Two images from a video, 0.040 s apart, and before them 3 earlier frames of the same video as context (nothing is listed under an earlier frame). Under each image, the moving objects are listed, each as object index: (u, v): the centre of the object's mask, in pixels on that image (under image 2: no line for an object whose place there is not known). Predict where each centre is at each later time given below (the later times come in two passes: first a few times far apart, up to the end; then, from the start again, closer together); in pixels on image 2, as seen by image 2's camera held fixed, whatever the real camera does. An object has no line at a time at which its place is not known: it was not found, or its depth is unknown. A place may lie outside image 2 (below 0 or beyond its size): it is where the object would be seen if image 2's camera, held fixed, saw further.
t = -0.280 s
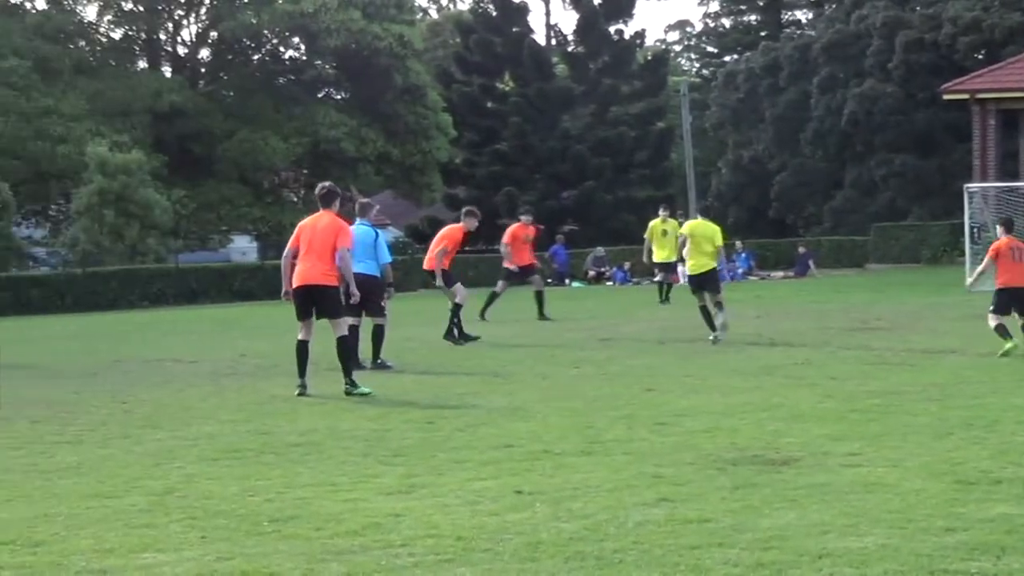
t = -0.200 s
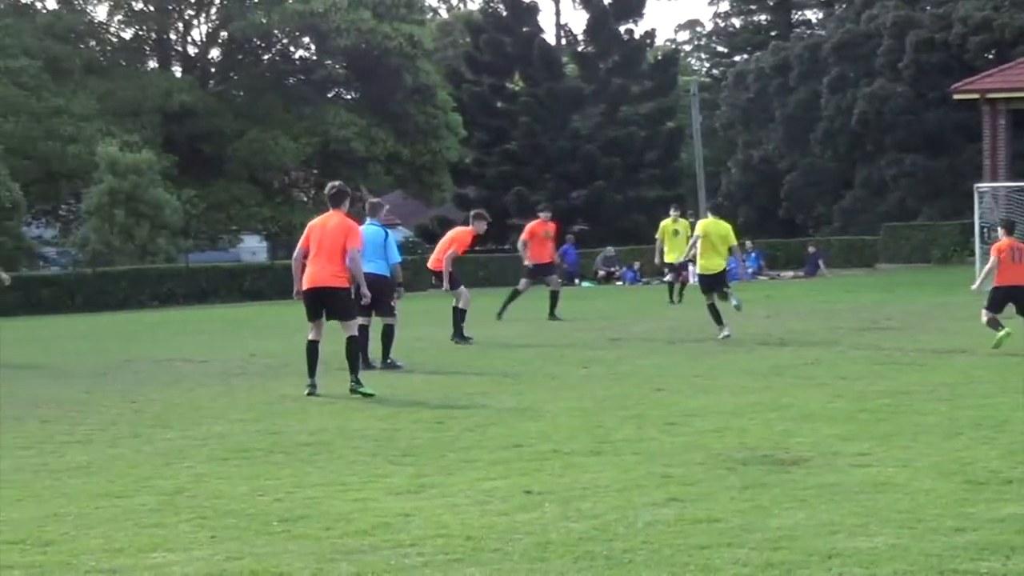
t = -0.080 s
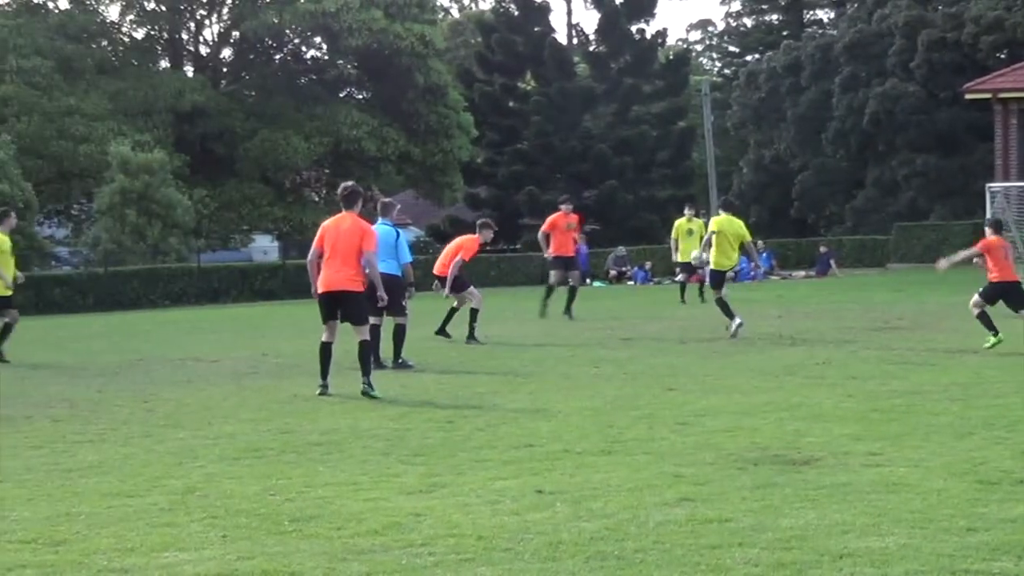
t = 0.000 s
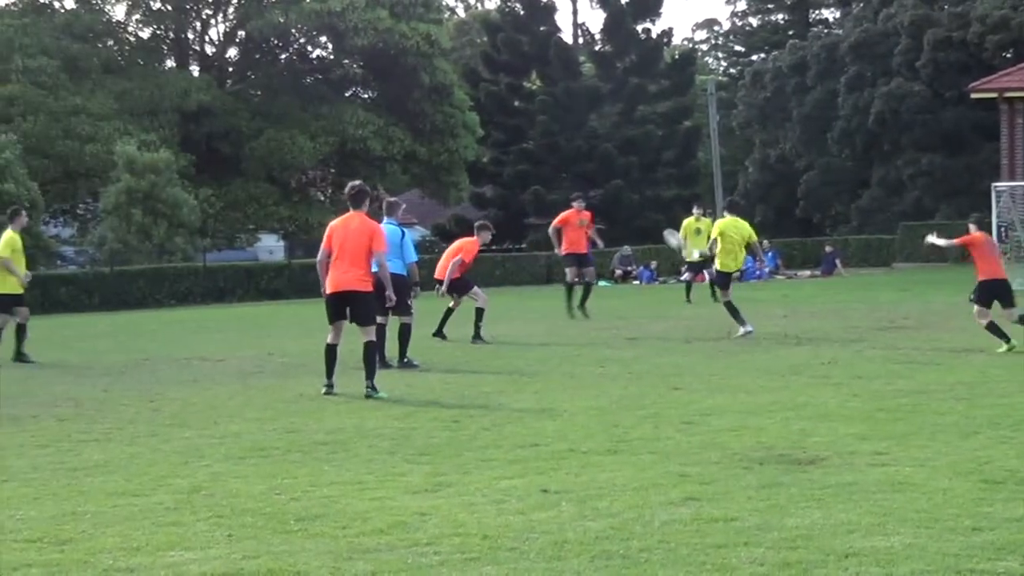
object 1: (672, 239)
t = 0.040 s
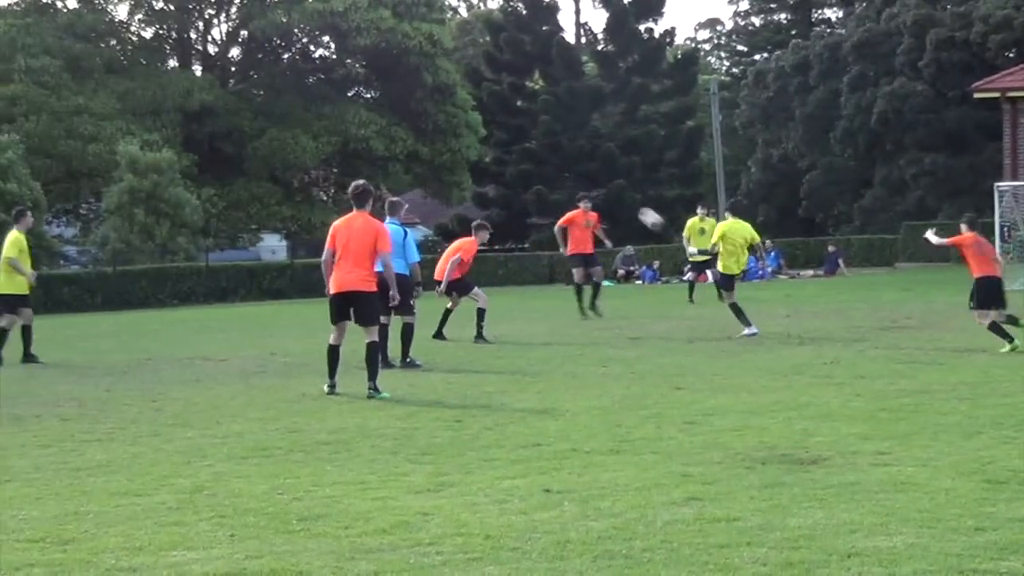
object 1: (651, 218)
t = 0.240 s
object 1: (515, 129)
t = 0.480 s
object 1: (355, 69)
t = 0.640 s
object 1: (251, 56)
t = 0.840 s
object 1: (123, 69)
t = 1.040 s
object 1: (13, 114)
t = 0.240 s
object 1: (515, 129)
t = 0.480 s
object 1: (355, 69)
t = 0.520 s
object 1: (329, 64)
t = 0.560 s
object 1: (303, 61)
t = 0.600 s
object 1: (277, 58)
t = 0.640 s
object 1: (251, 56)
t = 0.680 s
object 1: (223, 57)
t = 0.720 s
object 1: (199, 58)
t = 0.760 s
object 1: (173, 60)
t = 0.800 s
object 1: (149, 64)
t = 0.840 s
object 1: (123, 69)
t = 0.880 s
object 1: (100, 76)
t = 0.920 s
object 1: (77, 83)
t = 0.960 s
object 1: (61, 91)
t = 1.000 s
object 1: (38, 102)
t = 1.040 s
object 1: (13, 114)
